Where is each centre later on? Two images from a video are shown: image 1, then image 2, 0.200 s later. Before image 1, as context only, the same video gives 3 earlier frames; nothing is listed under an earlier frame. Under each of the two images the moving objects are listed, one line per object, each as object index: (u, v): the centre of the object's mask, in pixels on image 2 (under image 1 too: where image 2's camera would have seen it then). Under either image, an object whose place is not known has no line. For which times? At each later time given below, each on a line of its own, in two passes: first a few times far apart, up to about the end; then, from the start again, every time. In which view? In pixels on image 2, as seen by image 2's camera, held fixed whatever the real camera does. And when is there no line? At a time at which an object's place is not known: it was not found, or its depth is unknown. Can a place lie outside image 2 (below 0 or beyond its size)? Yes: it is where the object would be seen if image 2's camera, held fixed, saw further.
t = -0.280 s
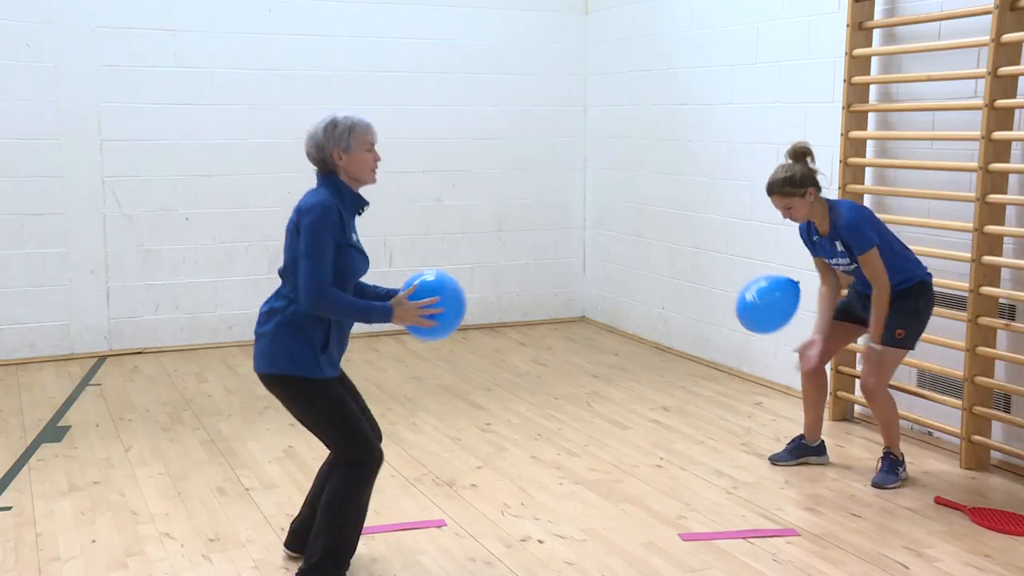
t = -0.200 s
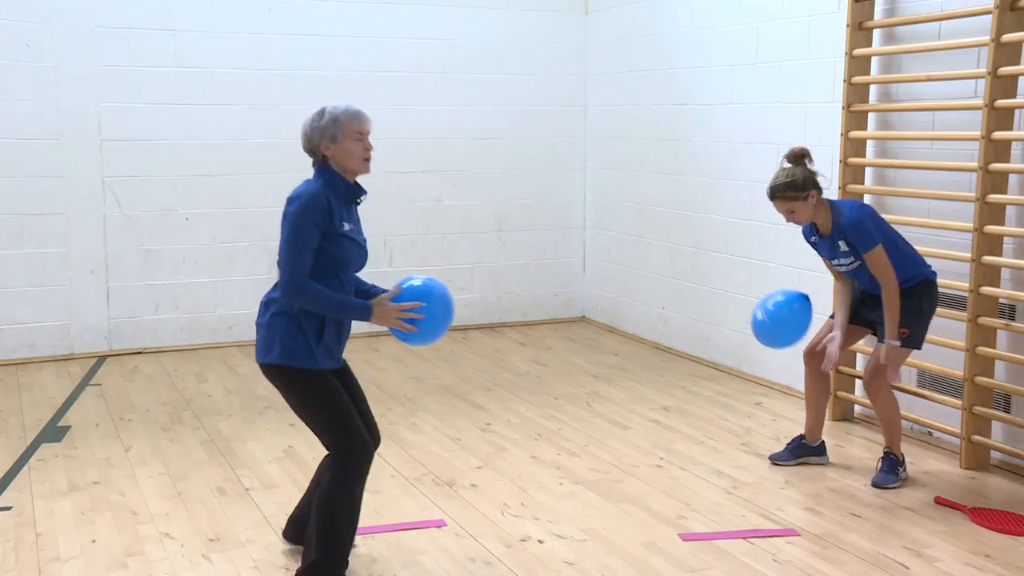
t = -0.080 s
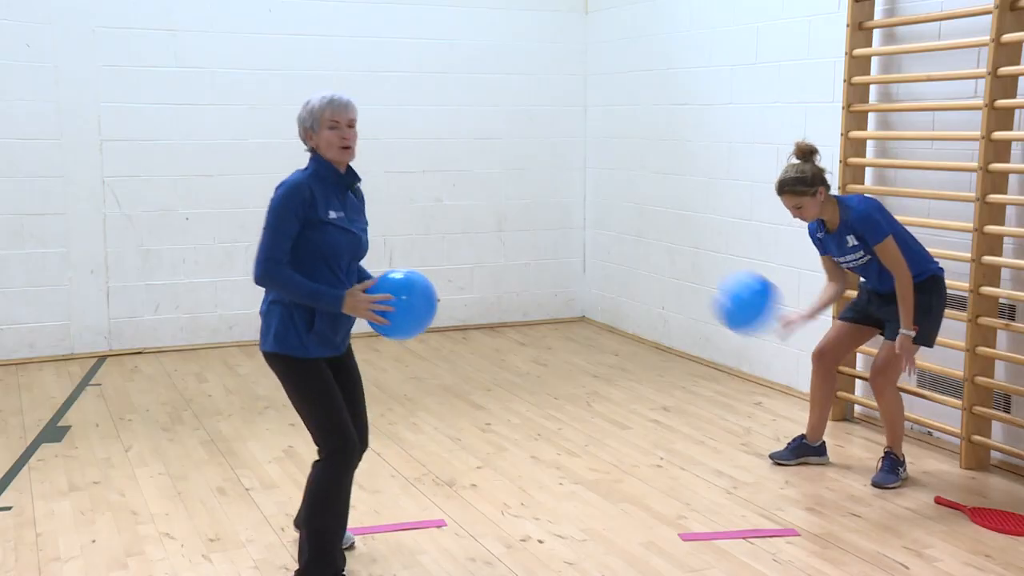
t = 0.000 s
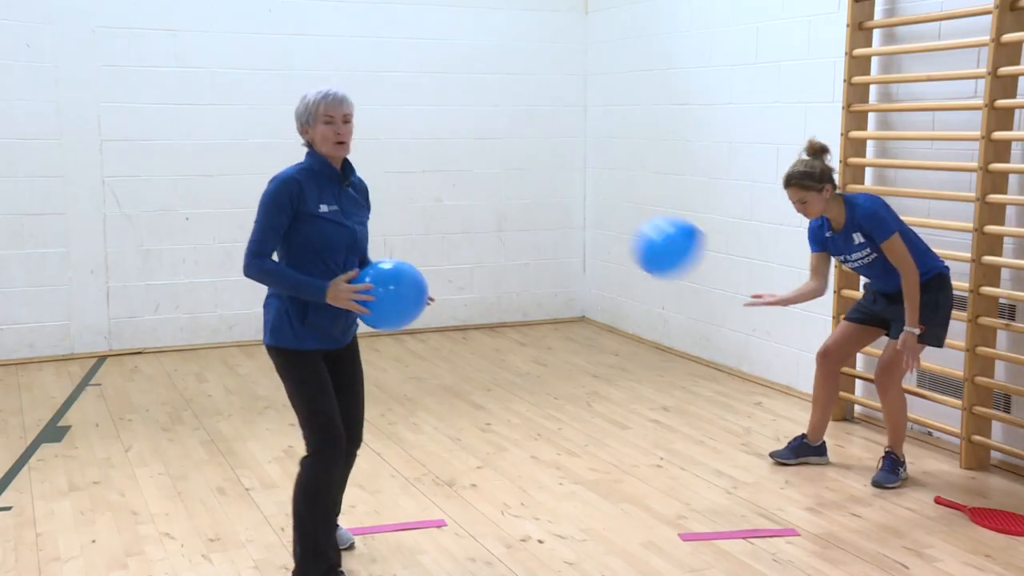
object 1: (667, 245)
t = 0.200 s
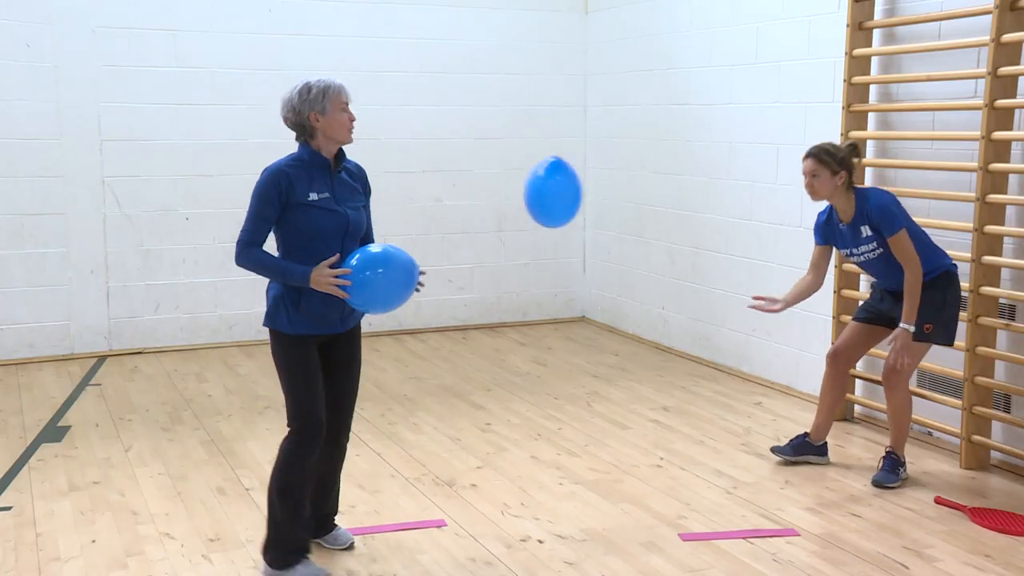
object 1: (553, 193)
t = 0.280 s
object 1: (538, 192)
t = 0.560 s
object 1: (485, 178)
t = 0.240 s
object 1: (544, 193)
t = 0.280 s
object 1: (538, 192)
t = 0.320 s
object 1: (532, 190)
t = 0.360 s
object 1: (525, 188)
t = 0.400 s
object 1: (518, 185)
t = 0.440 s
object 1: (510, 182)
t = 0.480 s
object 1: (502, 180)
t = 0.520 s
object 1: (493, 178)
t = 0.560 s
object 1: (485, 178)
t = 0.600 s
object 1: (476, 178)
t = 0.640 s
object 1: (468, 180)
